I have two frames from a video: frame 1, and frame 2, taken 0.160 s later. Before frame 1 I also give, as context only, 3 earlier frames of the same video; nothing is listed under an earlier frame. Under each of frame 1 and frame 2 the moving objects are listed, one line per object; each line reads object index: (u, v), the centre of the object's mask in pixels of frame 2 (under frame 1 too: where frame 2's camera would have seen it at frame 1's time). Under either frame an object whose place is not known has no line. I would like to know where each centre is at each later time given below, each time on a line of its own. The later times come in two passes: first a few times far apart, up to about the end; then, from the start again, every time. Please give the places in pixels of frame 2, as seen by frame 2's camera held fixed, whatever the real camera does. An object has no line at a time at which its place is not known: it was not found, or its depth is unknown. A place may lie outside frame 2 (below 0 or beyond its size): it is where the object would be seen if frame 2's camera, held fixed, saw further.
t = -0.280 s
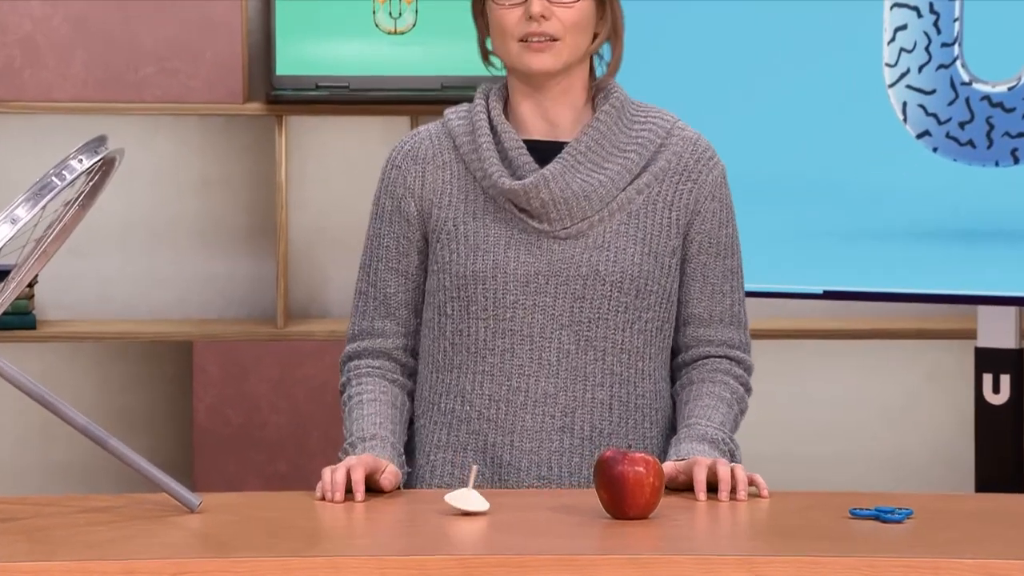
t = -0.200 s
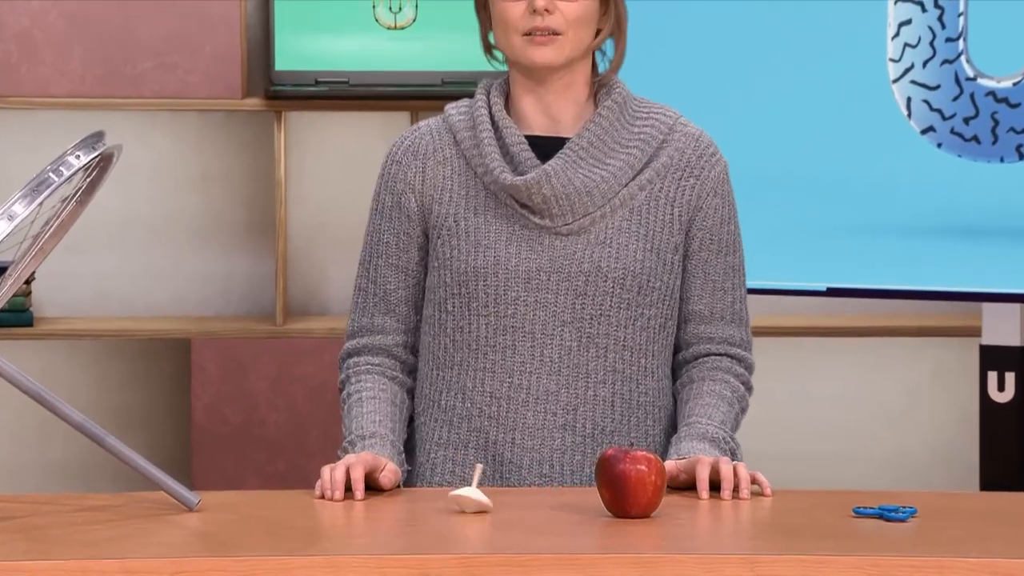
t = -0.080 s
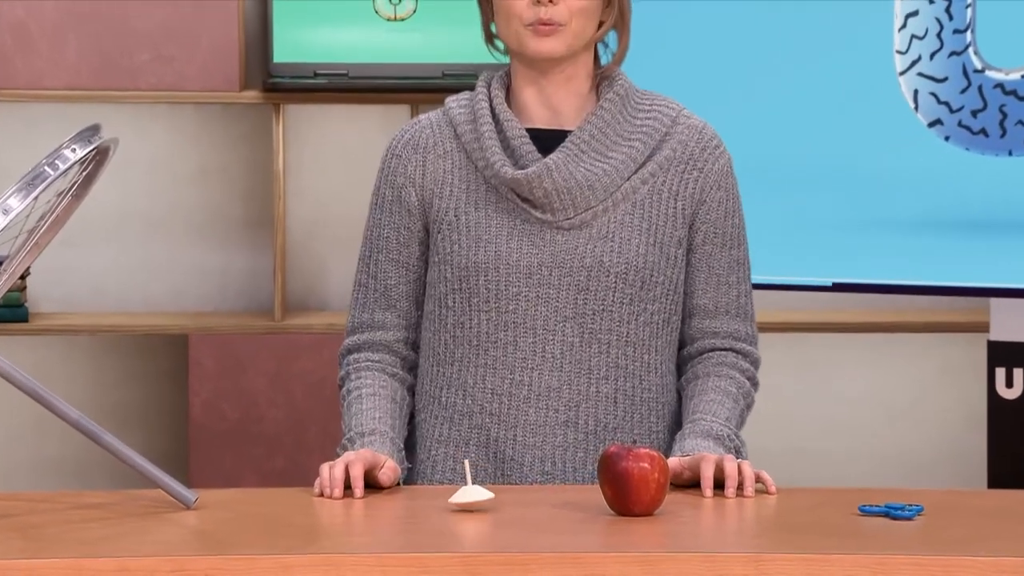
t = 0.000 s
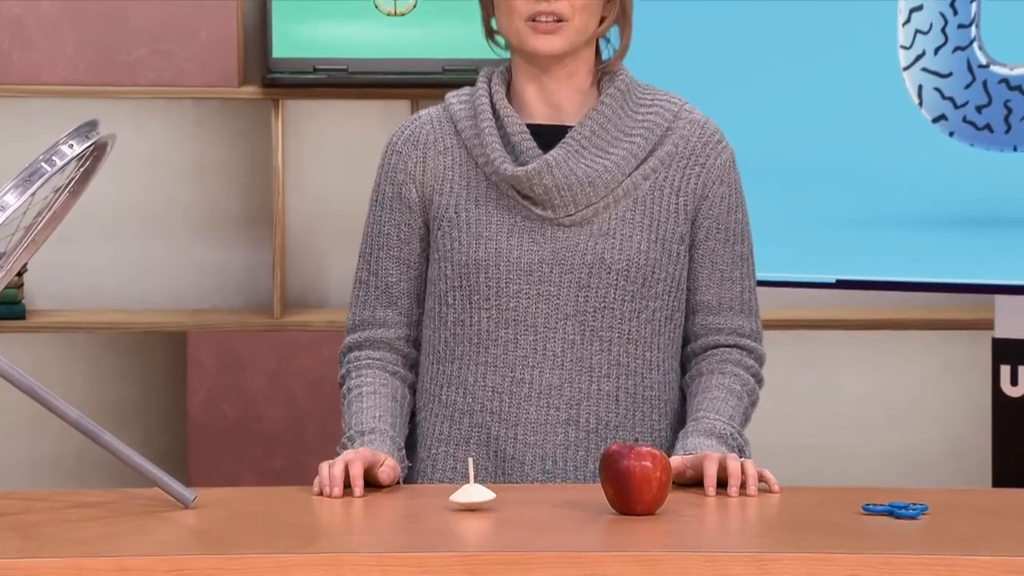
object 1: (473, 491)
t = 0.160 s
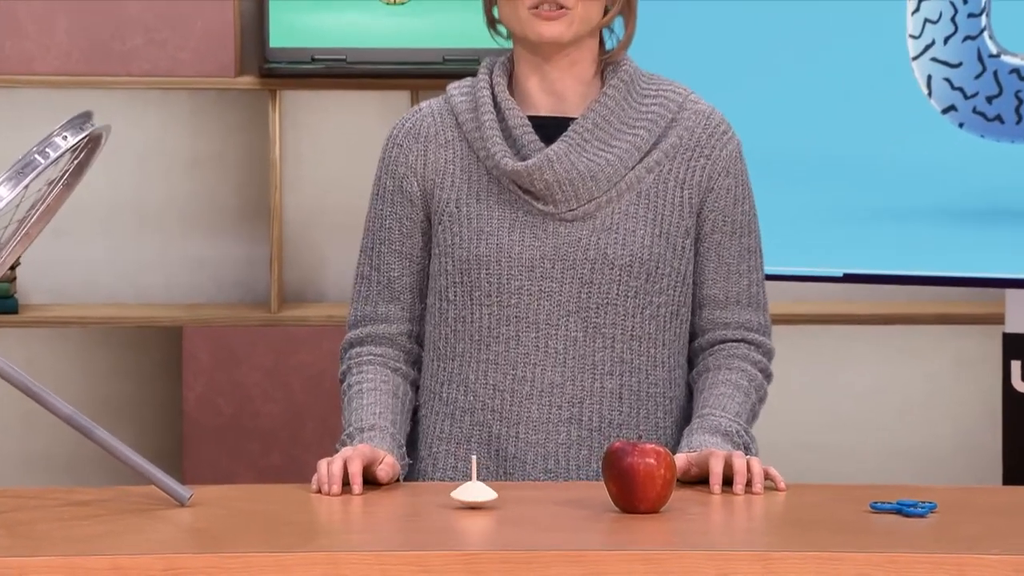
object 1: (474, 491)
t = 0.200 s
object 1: (475, 491)
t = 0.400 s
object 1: (480, 492)
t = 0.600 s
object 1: (485, 491)
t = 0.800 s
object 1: (482, 491)
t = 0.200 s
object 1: (475, 491)
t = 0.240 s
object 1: (476, 491)
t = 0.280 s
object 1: (478, 491)
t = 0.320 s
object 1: (478, 492)
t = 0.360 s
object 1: (479, 491)
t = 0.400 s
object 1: (480, 492)
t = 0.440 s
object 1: (482, 492)
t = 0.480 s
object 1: (484, 491)
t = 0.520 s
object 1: (484, 491)
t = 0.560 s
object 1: (485, 491)
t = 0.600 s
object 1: (485, 491)
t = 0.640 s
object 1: (484, 491)
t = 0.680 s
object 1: (480, 490)
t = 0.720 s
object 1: (479, 491)
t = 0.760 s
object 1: (481, 491)
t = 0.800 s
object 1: (482, 491)
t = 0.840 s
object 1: (483, 491)
